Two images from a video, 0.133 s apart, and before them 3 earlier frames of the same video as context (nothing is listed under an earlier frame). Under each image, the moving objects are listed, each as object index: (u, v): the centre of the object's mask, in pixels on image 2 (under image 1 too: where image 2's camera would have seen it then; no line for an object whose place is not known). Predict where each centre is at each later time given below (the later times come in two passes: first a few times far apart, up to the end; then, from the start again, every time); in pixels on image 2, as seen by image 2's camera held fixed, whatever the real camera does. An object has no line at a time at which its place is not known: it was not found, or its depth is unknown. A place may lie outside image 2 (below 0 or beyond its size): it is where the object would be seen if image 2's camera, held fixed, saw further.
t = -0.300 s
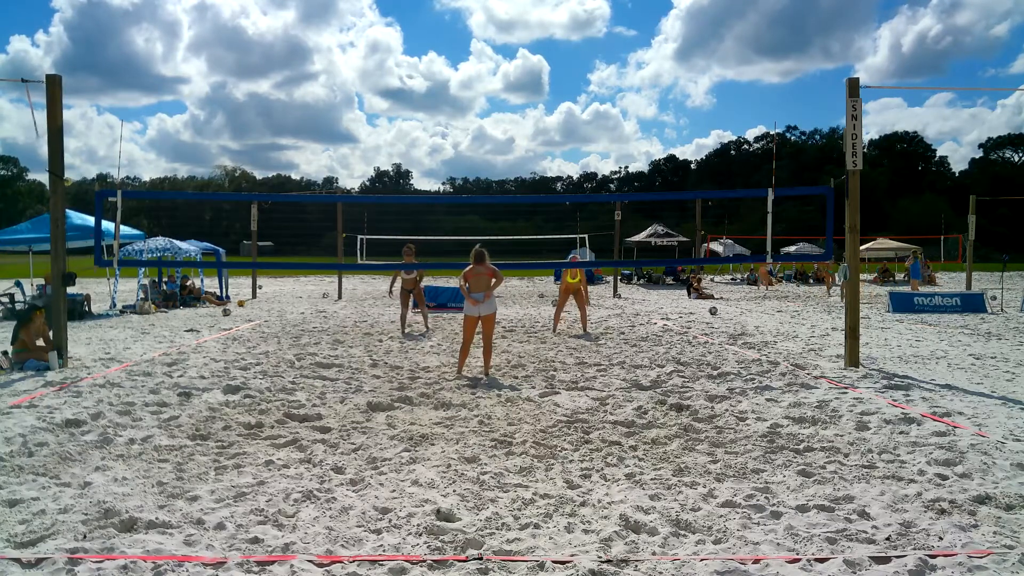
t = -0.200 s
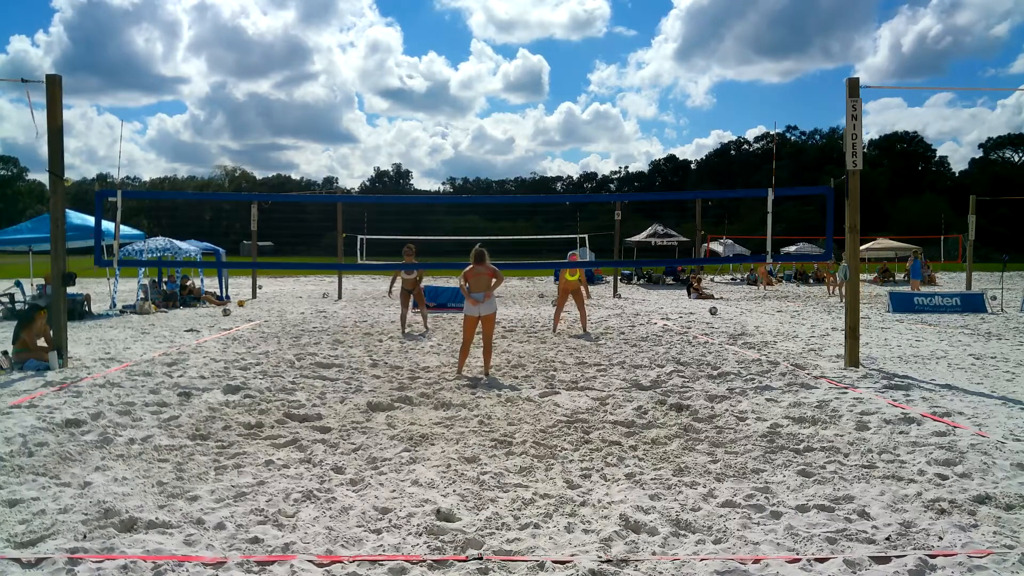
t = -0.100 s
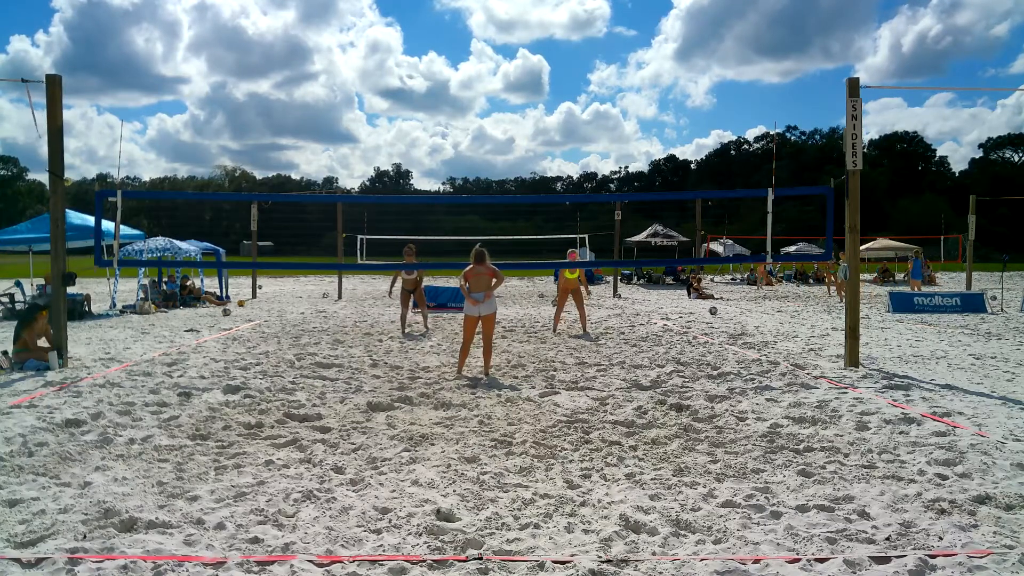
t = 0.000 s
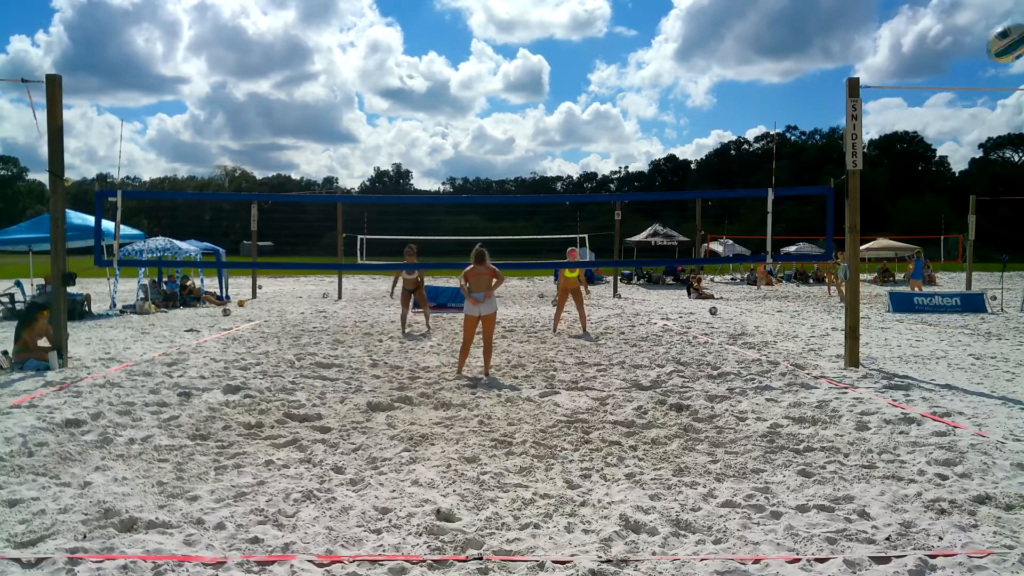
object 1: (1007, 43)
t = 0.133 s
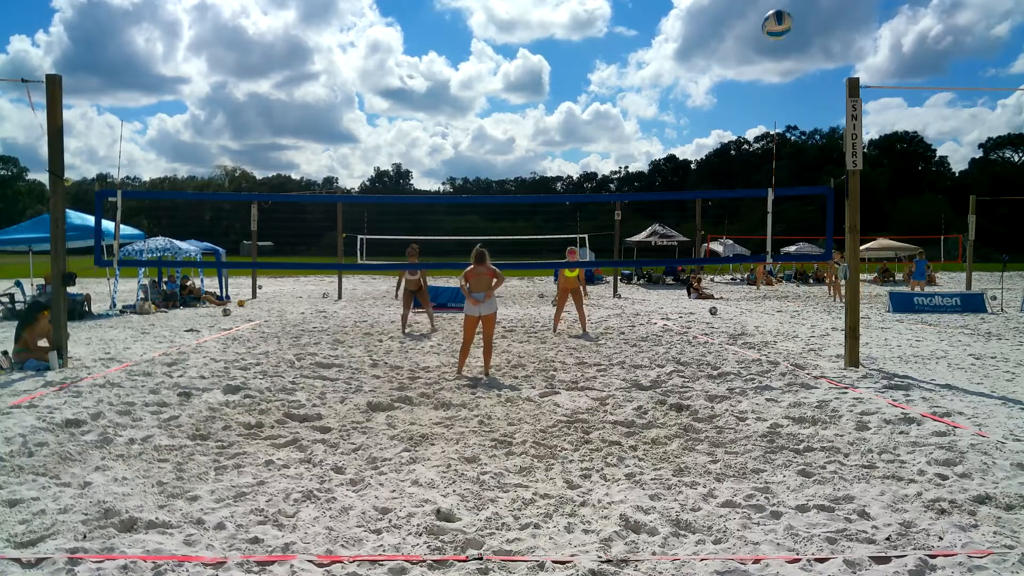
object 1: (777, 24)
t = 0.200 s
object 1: (698, 25)
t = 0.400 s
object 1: (538, 53)
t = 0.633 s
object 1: (428, 104)
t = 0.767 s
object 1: (385, 140)
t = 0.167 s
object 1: (735, 24)
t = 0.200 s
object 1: (698, 25)
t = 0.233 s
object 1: (664, 28)
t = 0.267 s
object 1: (634, 32)
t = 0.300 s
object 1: (607, 37)
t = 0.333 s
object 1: (582, 41)
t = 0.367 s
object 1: (560, 47)
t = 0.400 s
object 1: (538, 53)
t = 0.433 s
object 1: (519, 59)
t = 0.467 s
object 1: (501, 66)
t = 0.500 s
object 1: (485, 73)
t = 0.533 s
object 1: (469, 80)
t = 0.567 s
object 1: (454, 88)
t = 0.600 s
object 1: (441, 95)
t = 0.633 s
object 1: (428, 104)
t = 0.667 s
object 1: (416, 113)
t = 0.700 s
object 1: (405, 122)
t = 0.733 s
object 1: (395, 131)
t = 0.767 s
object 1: (385, 140)
